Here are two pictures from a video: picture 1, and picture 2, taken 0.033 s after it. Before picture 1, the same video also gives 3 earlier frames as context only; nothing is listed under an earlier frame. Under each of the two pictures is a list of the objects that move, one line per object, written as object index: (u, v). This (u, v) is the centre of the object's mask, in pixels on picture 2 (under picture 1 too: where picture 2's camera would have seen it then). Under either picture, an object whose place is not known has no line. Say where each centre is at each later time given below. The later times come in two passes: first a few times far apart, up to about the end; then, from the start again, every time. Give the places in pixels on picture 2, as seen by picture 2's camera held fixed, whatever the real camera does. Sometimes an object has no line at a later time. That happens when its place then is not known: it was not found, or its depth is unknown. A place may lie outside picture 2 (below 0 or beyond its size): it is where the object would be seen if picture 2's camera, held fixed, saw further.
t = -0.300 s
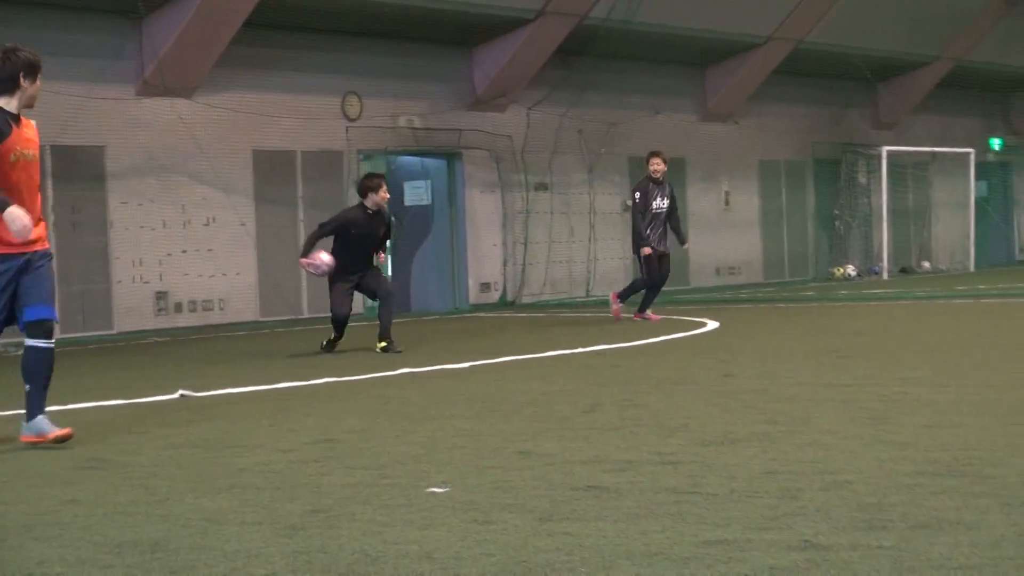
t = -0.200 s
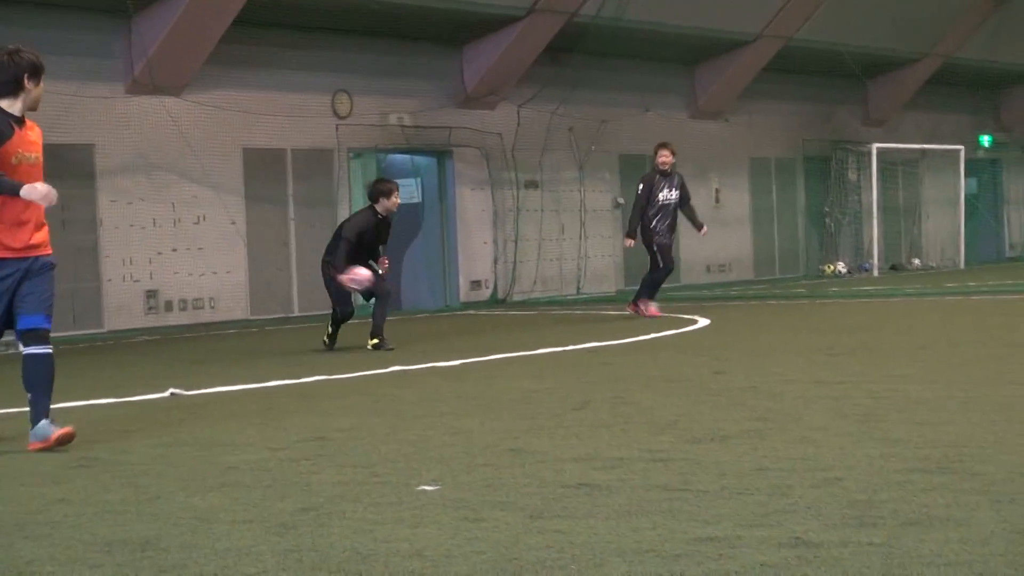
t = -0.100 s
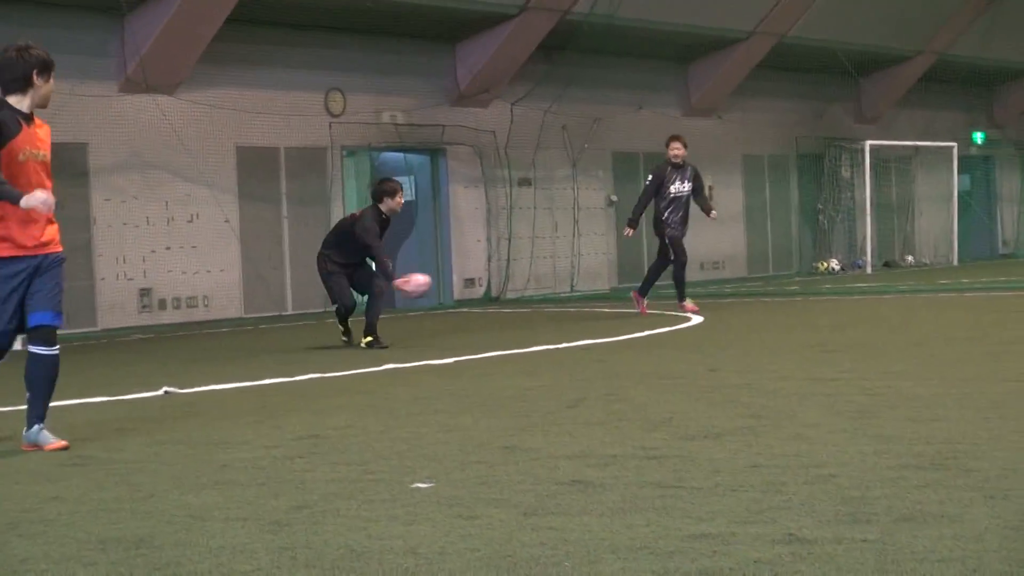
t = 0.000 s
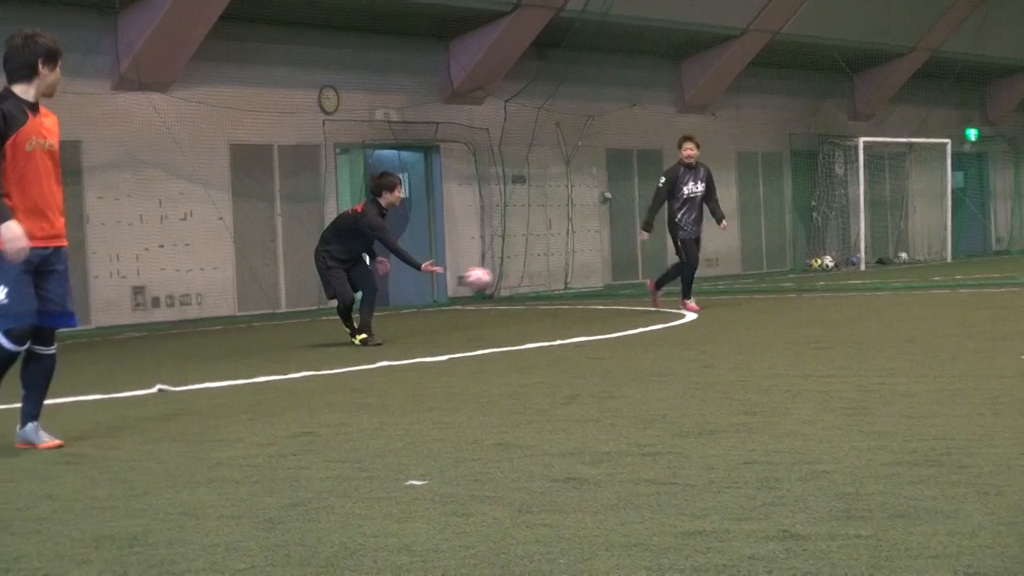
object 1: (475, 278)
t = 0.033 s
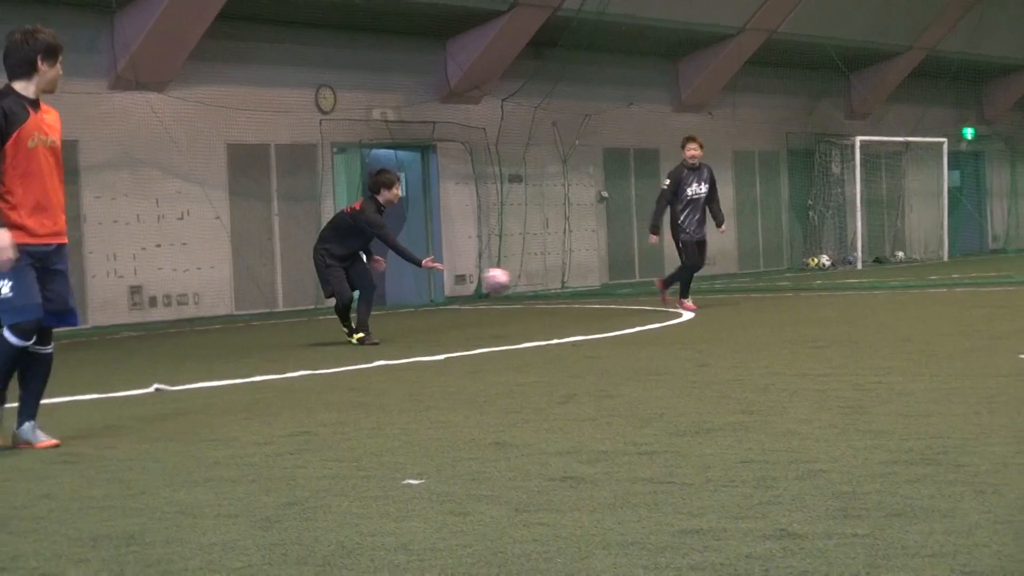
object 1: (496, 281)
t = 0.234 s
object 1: (626, 316)
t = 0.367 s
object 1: (680, 299)
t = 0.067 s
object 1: (518, 283)
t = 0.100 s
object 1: (541, 287)
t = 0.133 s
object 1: (562, 292)
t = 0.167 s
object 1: (584, 301)
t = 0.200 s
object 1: (606, 310)
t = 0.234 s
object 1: (626, 316)
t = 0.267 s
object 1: (640, 310)
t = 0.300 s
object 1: (654, 303)
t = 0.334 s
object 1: (667, 302)
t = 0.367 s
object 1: (680, 299)
